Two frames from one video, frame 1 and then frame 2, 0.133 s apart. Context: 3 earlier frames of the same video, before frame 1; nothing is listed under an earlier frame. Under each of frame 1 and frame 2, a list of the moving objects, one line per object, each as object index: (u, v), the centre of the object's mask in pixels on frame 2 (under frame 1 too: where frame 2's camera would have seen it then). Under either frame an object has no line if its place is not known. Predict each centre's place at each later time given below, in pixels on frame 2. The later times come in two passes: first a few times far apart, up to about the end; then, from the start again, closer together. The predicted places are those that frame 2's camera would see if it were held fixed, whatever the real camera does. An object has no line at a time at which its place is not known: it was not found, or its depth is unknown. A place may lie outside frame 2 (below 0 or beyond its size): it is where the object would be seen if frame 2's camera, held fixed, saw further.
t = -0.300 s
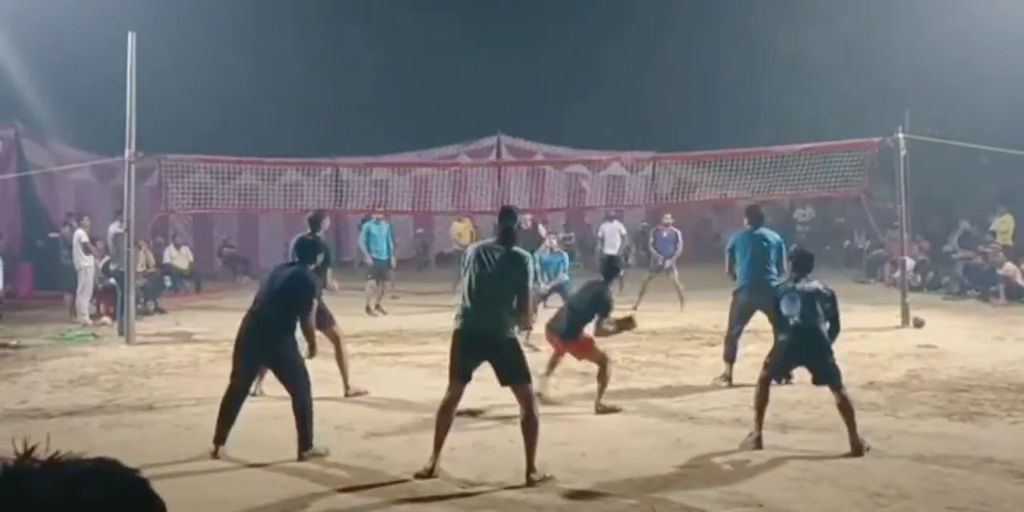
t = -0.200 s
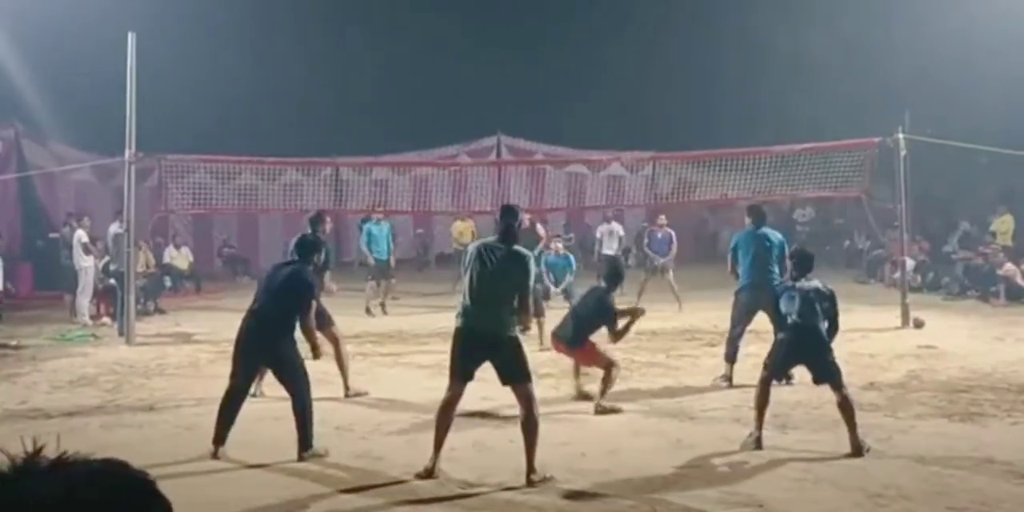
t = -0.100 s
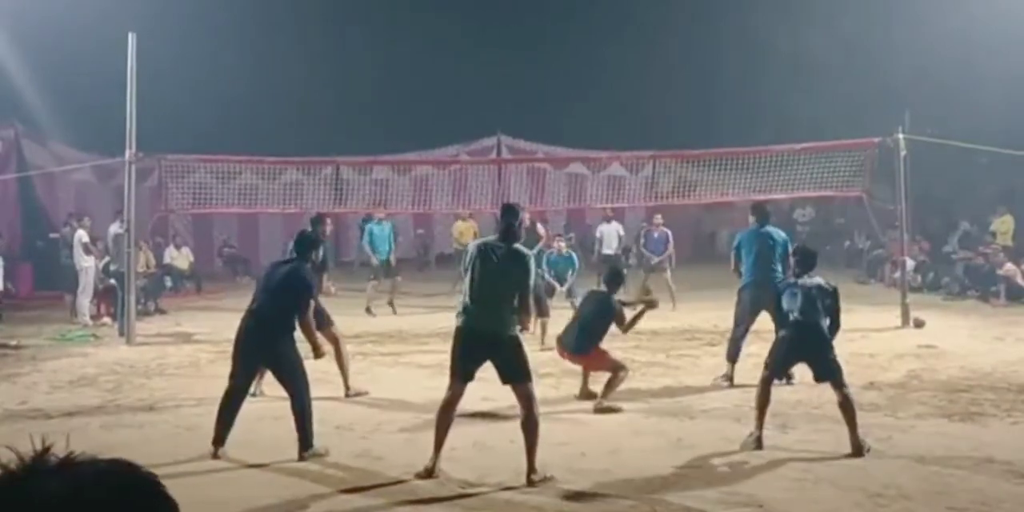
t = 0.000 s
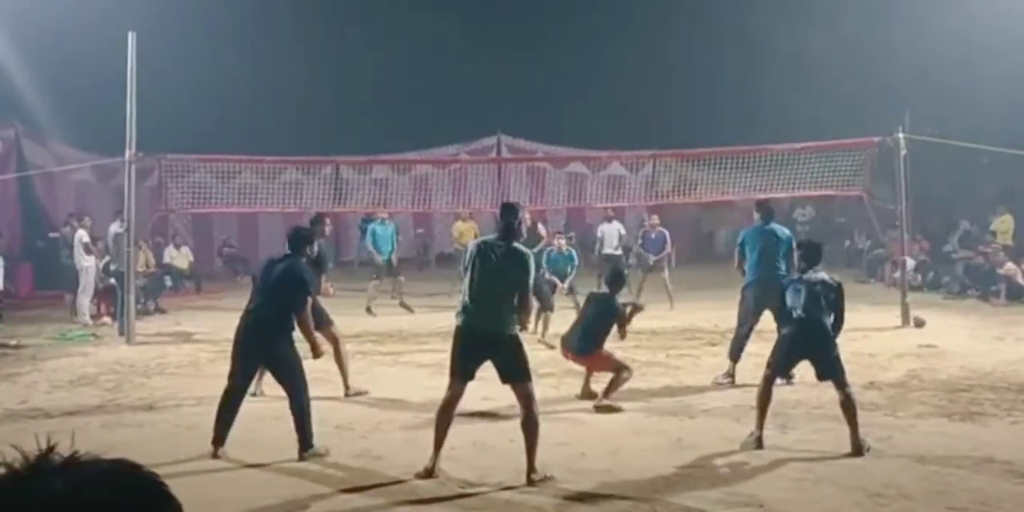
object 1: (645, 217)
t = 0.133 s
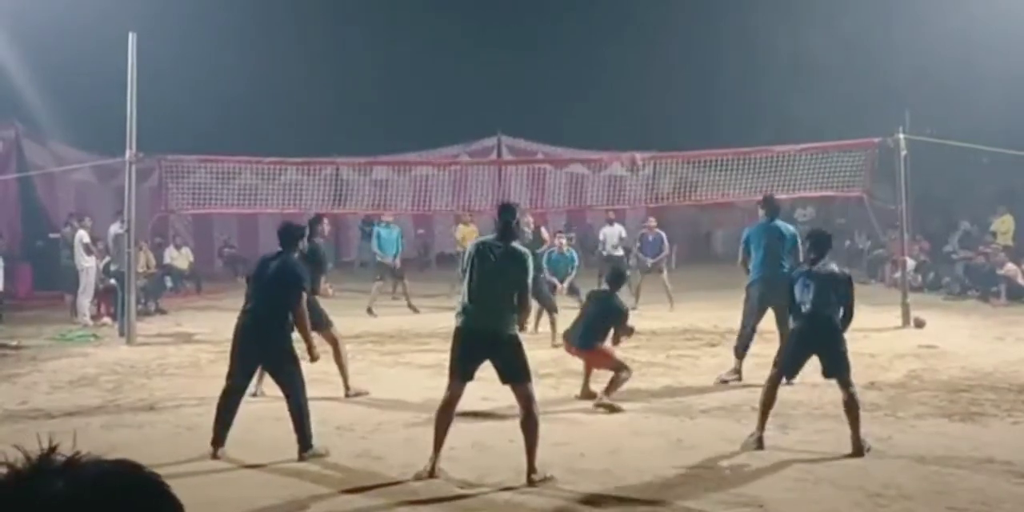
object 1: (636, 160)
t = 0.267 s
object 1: (625, 121)
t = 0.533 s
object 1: (614, 96)
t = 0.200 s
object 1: (628, 138)
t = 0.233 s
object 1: (627, 129)
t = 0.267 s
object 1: (625, 121)
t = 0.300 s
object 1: (624, 115)
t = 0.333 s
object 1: (622, 110)
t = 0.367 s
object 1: (621, 106)
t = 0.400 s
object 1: (619, 102)
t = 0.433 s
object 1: (618, 99)
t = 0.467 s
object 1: (617, 98)
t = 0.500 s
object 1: (615, 96)
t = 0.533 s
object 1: (614, 96)
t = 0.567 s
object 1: (613, 96)
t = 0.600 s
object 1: (612, 97)
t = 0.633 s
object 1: (610, 98)
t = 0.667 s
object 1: (610, 100)
